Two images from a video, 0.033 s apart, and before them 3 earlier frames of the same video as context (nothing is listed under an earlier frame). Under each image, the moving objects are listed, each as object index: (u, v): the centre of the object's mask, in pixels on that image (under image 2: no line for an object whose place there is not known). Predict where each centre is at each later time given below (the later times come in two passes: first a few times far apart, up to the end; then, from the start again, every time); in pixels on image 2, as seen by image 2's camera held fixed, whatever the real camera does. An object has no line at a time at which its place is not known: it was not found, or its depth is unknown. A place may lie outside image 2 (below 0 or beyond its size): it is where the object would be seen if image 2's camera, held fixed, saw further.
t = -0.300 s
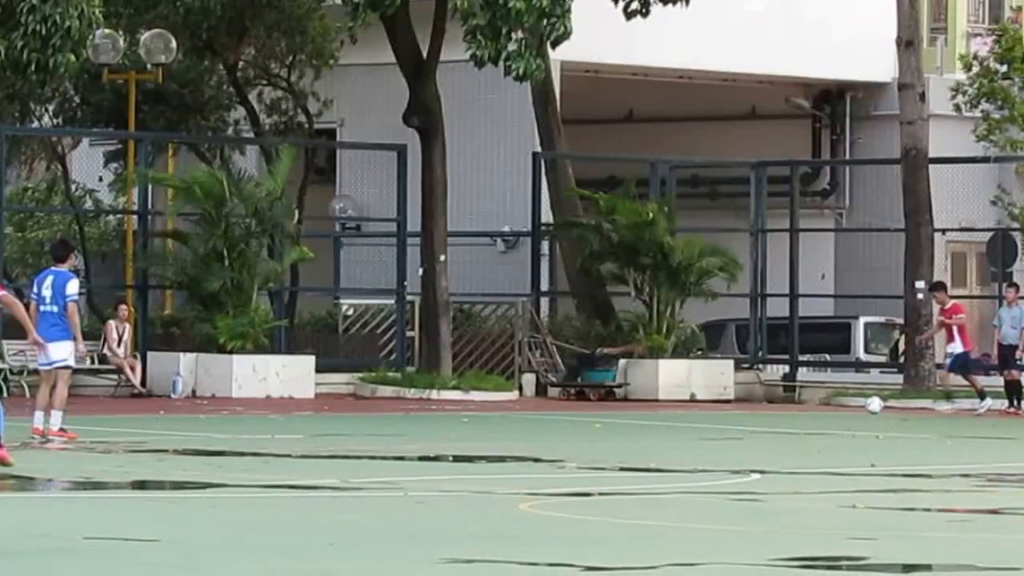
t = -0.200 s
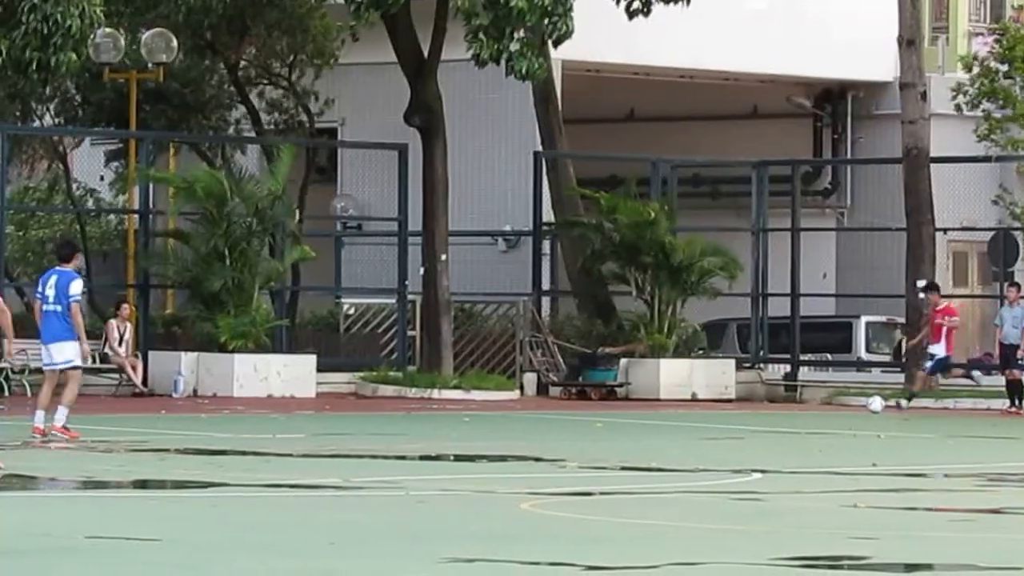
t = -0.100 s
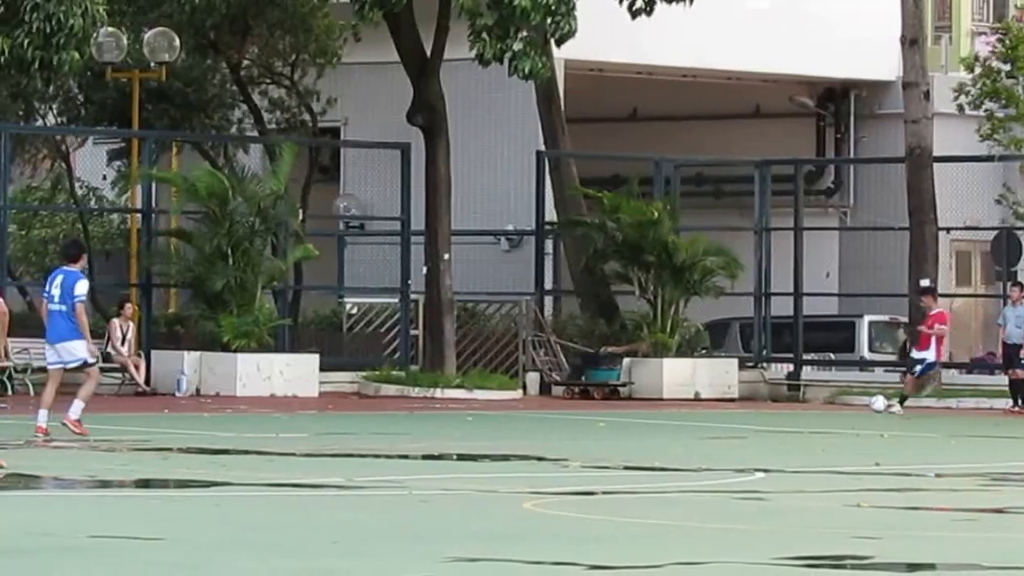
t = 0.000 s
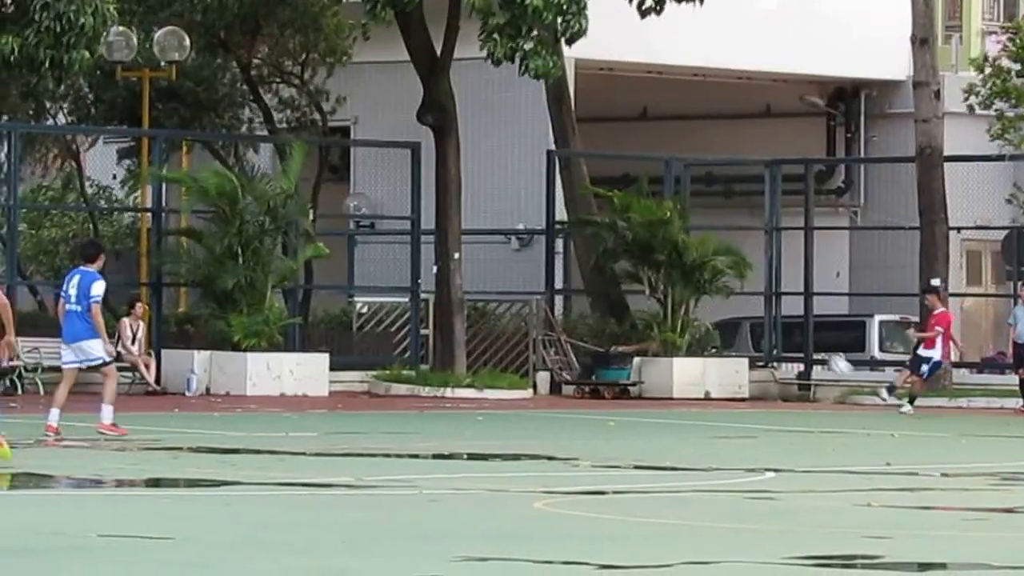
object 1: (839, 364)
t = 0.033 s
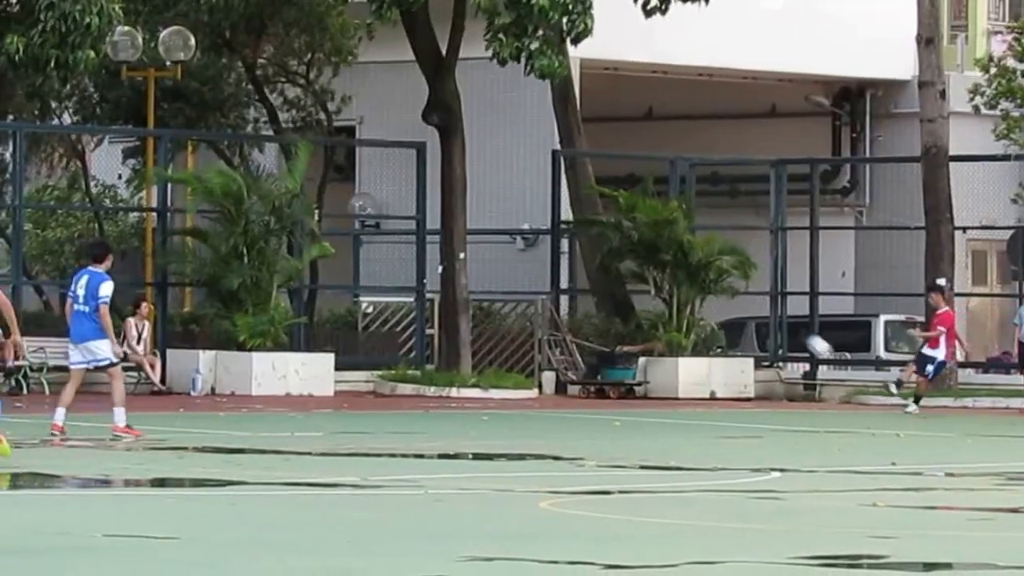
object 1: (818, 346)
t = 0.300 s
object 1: (608, 209)
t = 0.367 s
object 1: (557, 179)
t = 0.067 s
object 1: (792, 328)
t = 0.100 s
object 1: (765, 309)
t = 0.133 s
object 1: (737, 290)
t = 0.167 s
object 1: (712, 272)
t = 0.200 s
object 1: (686, 256)
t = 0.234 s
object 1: (661, 240)
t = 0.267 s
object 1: (634, 225)
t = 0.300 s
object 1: (608, 209)
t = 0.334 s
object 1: (582, 194)
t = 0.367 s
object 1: (557, 179)
